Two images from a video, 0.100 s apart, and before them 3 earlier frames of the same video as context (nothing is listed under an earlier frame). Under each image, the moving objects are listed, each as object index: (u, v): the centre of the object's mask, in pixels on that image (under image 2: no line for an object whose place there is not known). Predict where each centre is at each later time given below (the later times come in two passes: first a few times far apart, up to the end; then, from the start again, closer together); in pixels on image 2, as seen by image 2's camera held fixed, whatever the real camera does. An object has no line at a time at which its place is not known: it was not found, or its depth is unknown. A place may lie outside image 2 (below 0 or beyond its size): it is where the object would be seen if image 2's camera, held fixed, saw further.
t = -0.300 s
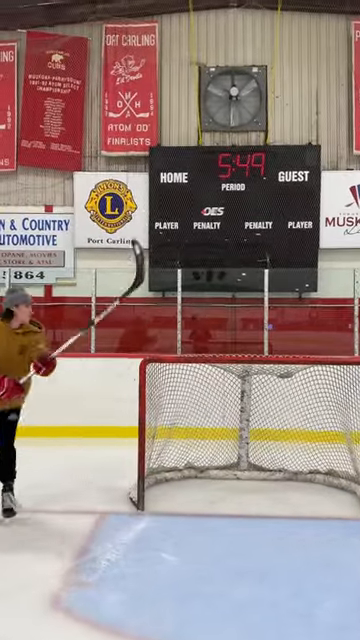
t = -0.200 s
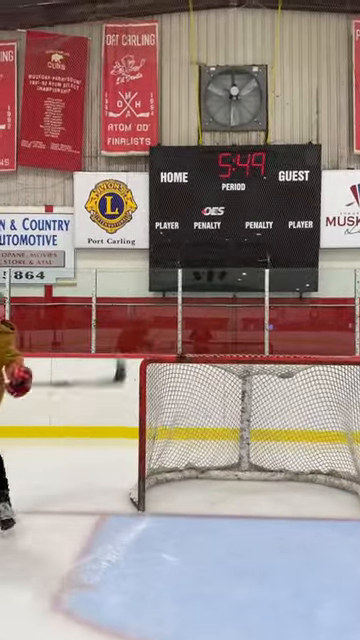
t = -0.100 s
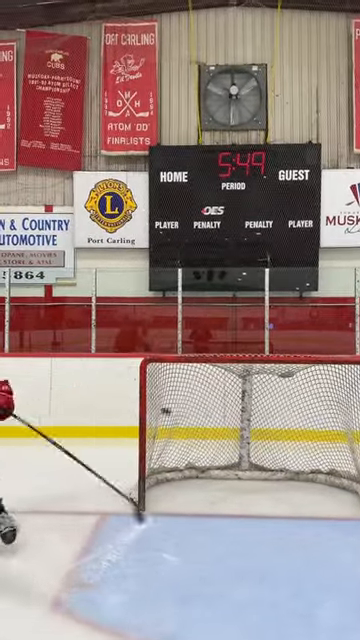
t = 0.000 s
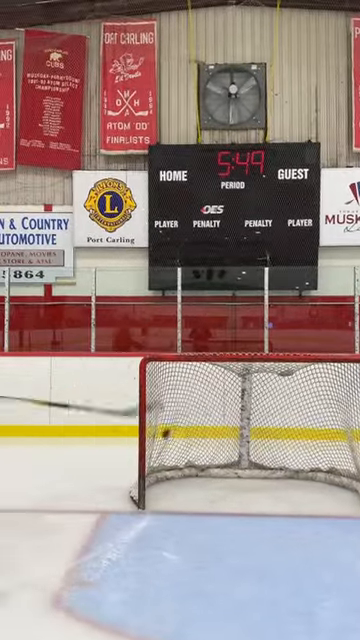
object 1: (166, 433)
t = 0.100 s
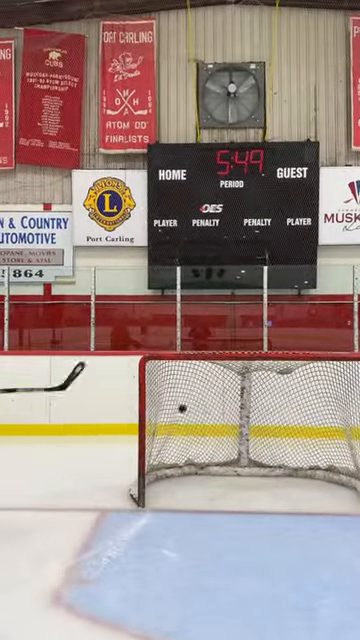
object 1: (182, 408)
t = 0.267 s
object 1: (191, 413)
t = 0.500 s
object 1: (196, 470)
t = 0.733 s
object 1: (198, 475)
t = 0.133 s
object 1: (186, 405)
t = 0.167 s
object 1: (189, 402)
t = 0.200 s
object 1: (189, 404)
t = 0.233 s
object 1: (190, 408)
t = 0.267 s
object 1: (191, 413)
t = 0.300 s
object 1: (191, 419)
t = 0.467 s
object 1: (195, 468)
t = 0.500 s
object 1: (196, 470)
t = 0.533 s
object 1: (195, 468)
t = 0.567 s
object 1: (196, 467)
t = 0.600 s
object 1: (197, 467)
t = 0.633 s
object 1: (197, 468)
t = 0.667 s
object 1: (197, 470)
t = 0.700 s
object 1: (198, 471)
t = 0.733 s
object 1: (198, 475)
